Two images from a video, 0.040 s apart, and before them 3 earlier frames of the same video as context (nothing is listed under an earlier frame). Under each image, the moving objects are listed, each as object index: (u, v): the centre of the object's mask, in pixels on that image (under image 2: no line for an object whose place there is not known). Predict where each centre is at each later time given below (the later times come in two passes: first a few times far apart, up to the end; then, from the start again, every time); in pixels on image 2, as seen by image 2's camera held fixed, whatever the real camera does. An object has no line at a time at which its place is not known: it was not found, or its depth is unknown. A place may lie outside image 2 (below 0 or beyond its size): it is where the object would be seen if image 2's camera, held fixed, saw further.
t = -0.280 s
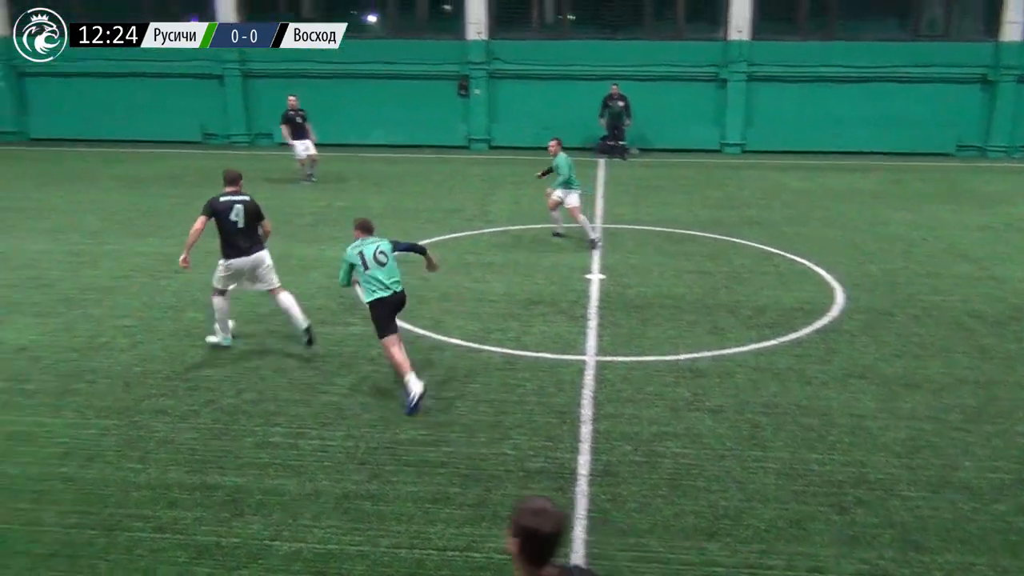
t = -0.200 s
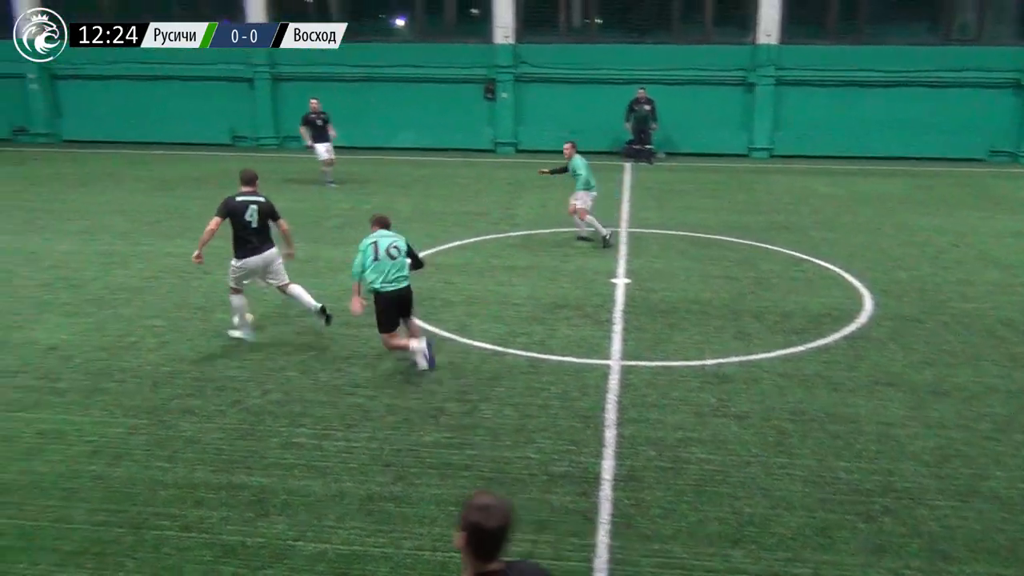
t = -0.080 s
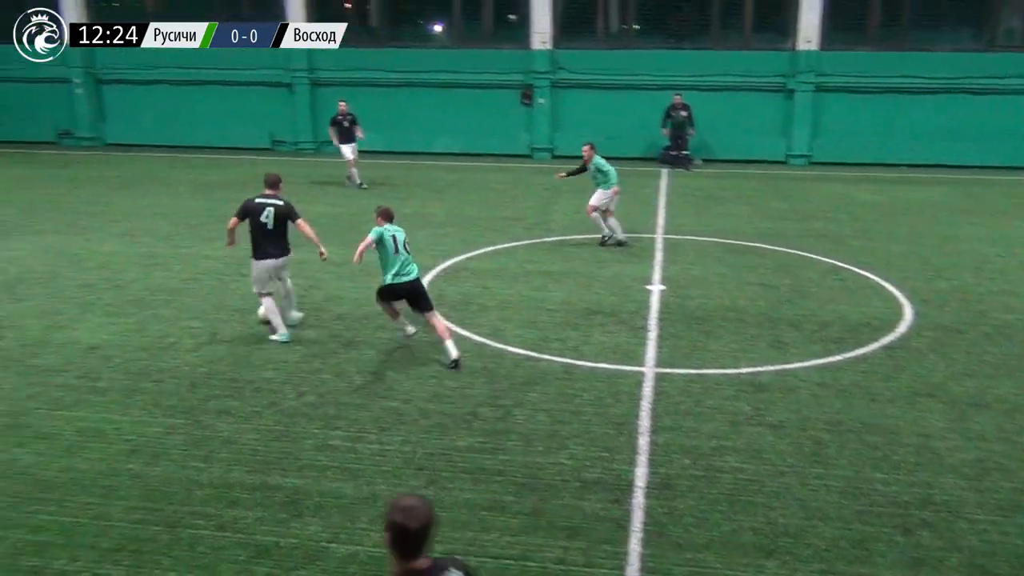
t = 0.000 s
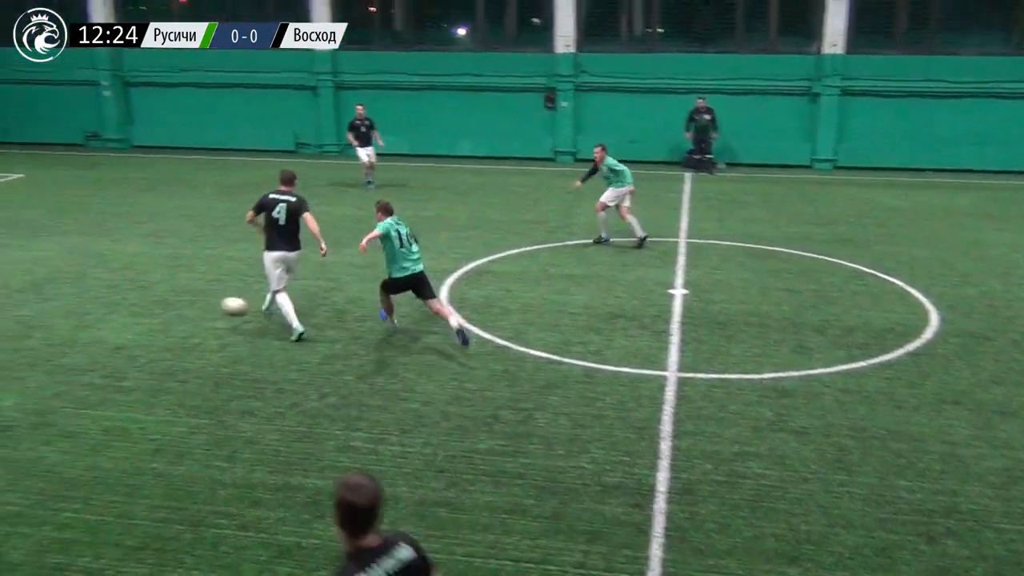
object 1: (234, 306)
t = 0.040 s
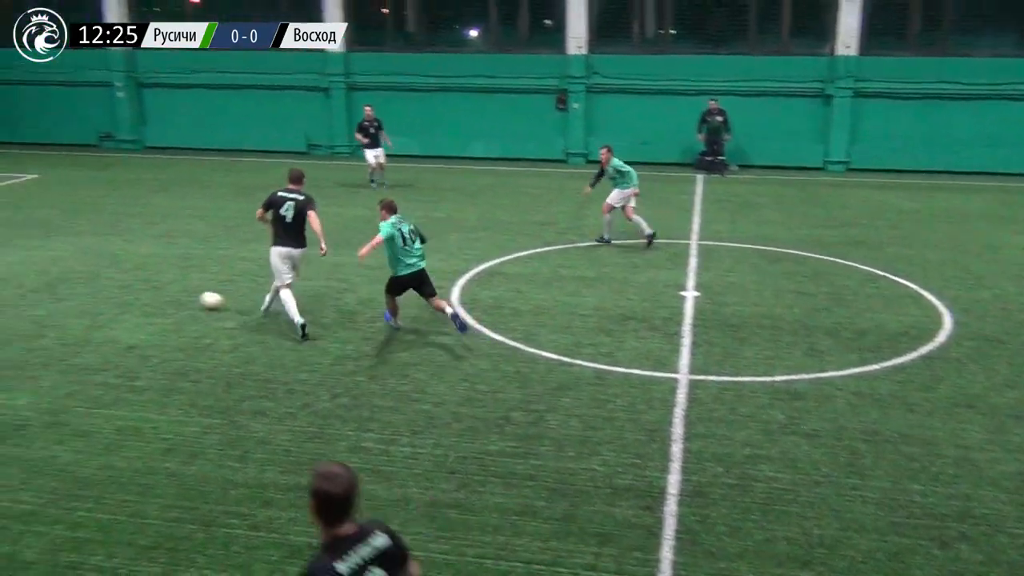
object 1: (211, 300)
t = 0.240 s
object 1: (63, 282)
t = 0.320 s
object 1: (17, 274)
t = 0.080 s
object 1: (178, 296)
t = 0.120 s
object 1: (146, 293)
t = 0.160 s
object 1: (118, 288)
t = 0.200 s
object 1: (90, 285)
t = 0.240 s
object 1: (63, 282)
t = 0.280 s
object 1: (40, 278)
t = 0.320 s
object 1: (17, 274)
